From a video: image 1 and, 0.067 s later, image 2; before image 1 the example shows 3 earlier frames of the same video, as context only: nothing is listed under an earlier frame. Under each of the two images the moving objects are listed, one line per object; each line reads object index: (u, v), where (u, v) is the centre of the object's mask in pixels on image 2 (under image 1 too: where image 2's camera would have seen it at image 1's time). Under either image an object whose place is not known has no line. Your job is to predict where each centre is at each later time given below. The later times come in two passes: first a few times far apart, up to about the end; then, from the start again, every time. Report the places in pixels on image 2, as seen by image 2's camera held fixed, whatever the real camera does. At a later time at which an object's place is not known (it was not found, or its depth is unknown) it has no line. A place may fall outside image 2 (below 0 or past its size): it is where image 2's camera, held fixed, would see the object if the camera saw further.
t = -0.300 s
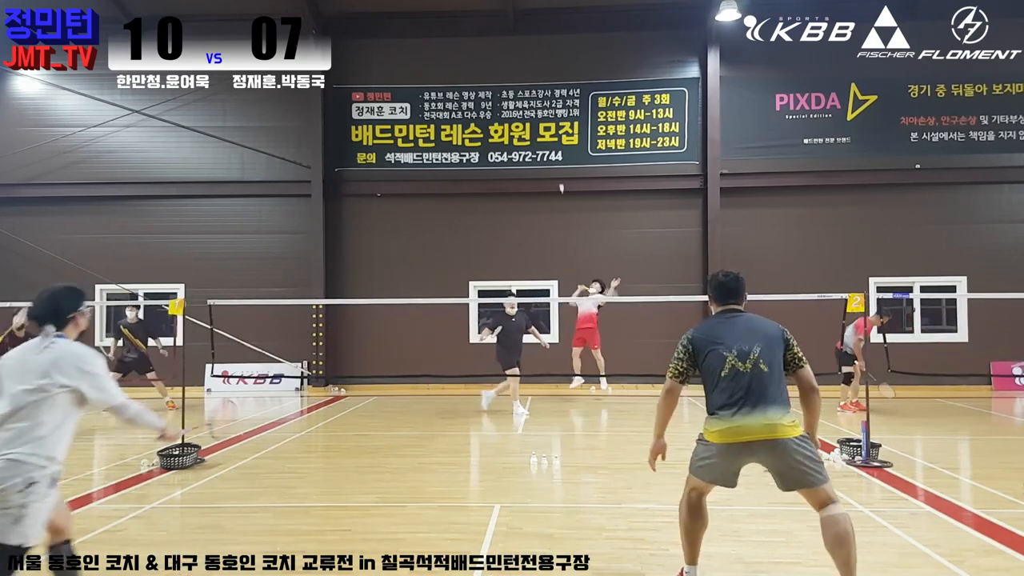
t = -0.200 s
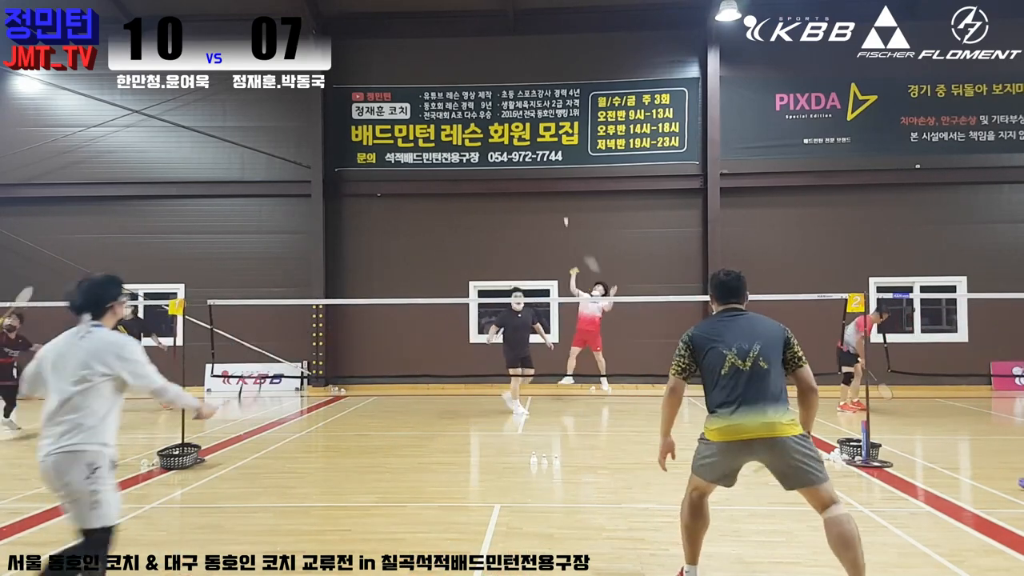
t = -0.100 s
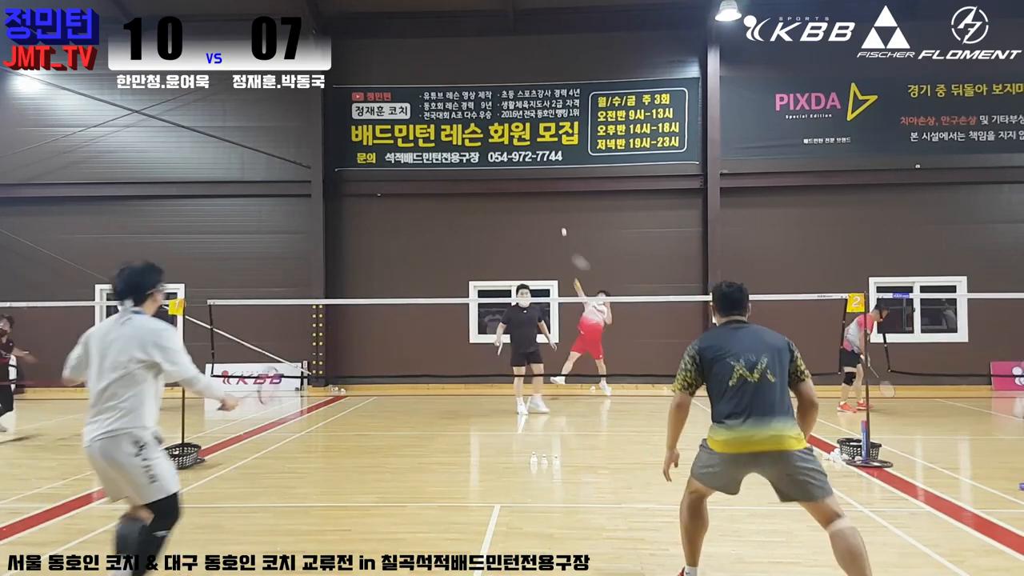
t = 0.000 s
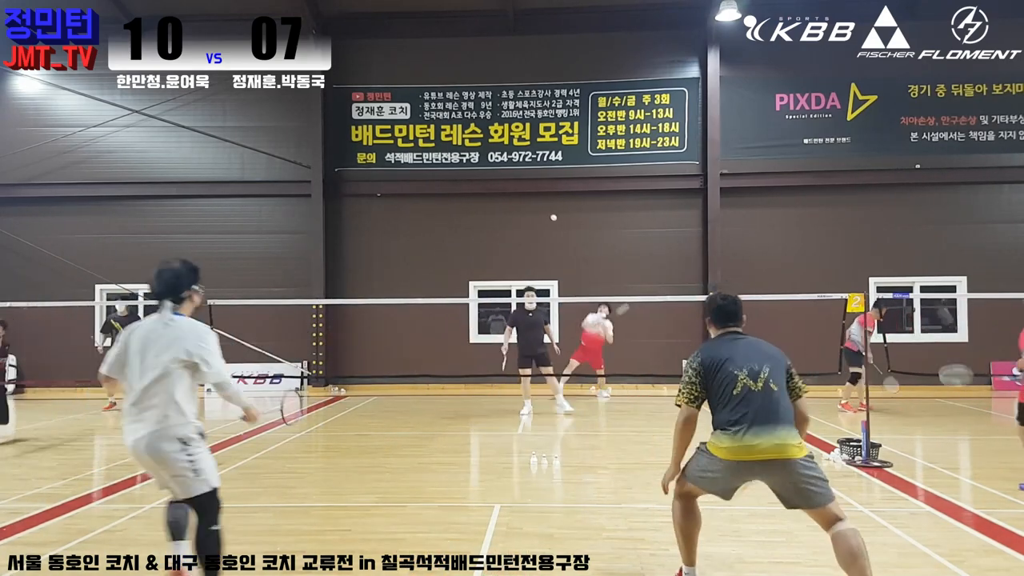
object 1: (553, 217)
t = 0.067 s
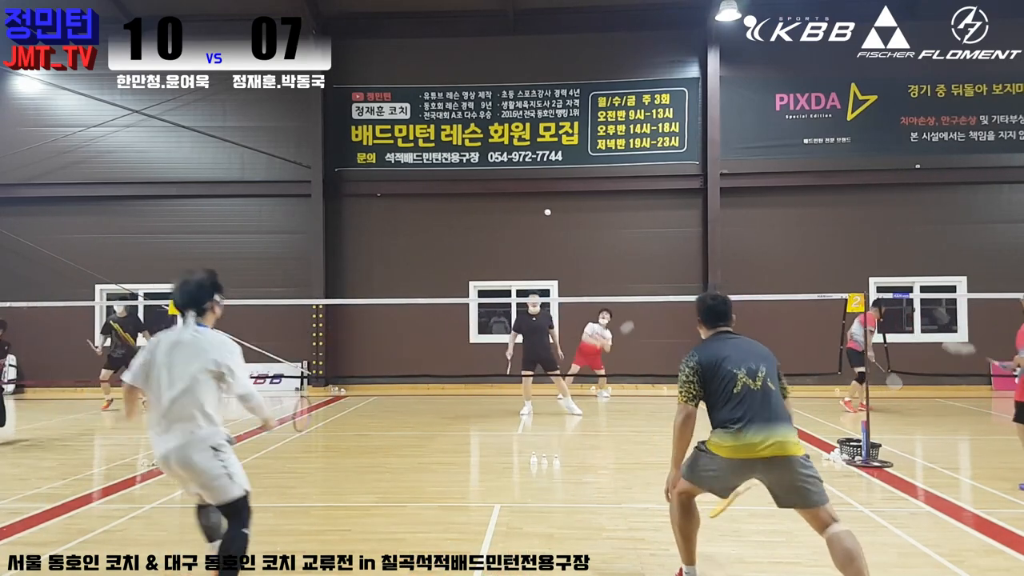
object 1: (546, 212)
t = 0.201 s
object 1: (535, 213)
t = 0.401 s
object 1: (516, 245)
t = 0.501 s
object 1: (507, 275)
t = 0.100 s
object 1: (543, 211)
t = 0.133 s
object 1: (540, 211)
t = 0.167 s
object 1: (538, 211)
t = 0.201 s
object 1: (535, 213)
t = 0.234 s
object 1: (532, 216)
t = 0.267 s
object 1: (529, 219)
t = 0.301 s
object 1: (525, 224)
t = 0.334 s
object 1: (522, 229)
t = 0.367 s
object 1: (519, 236)
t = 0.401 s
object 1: (516, 245)
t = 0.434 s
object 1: (512, 254)
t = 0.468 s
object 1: (510, 264)
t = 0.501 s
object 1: (507, 275)
